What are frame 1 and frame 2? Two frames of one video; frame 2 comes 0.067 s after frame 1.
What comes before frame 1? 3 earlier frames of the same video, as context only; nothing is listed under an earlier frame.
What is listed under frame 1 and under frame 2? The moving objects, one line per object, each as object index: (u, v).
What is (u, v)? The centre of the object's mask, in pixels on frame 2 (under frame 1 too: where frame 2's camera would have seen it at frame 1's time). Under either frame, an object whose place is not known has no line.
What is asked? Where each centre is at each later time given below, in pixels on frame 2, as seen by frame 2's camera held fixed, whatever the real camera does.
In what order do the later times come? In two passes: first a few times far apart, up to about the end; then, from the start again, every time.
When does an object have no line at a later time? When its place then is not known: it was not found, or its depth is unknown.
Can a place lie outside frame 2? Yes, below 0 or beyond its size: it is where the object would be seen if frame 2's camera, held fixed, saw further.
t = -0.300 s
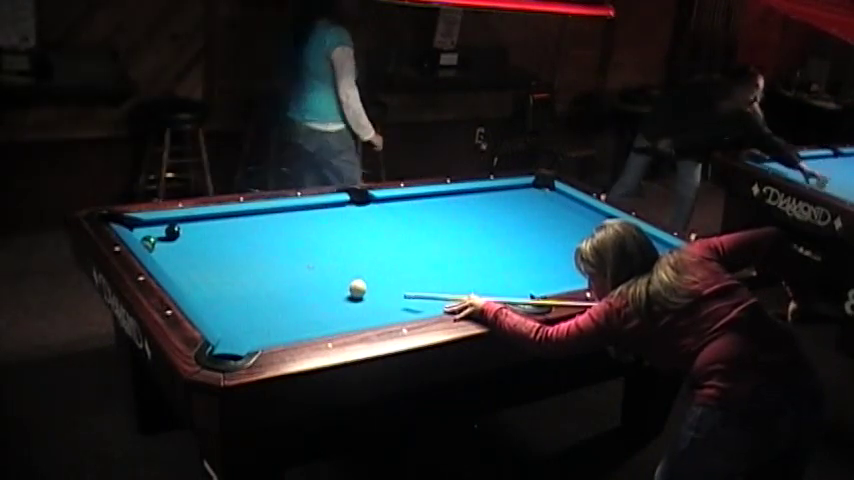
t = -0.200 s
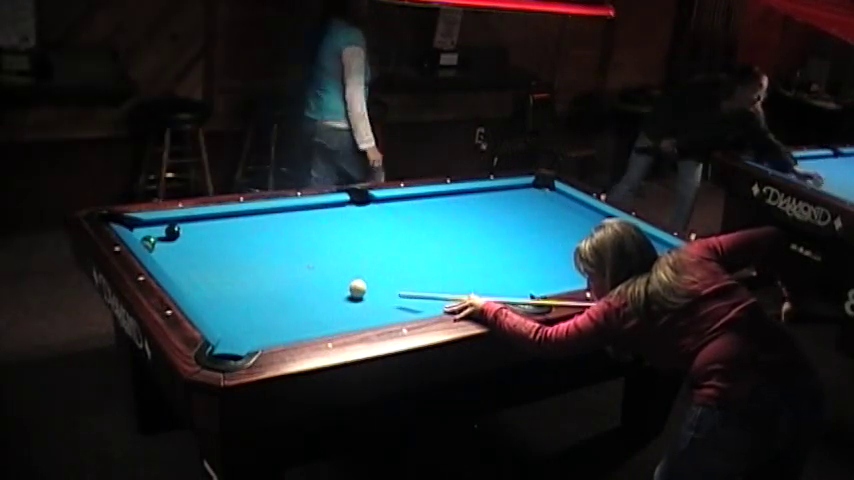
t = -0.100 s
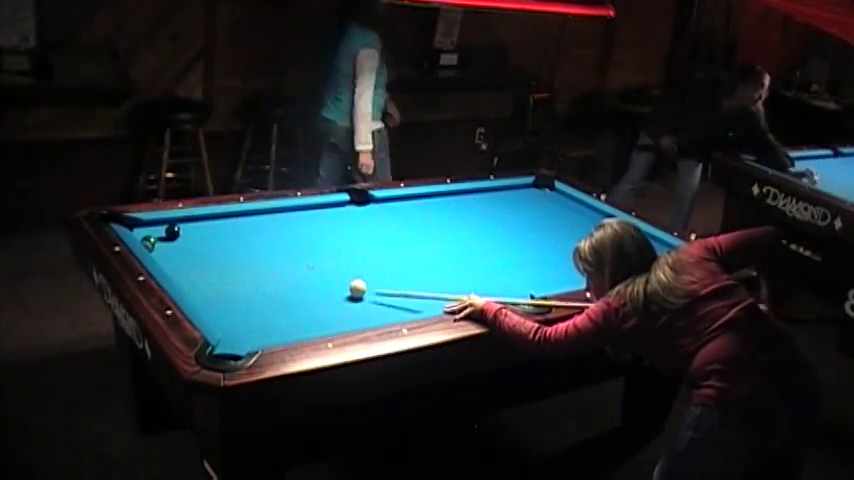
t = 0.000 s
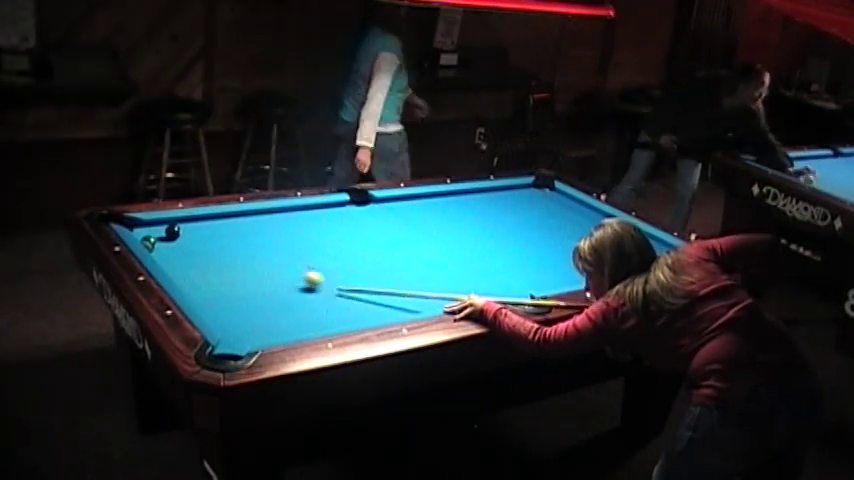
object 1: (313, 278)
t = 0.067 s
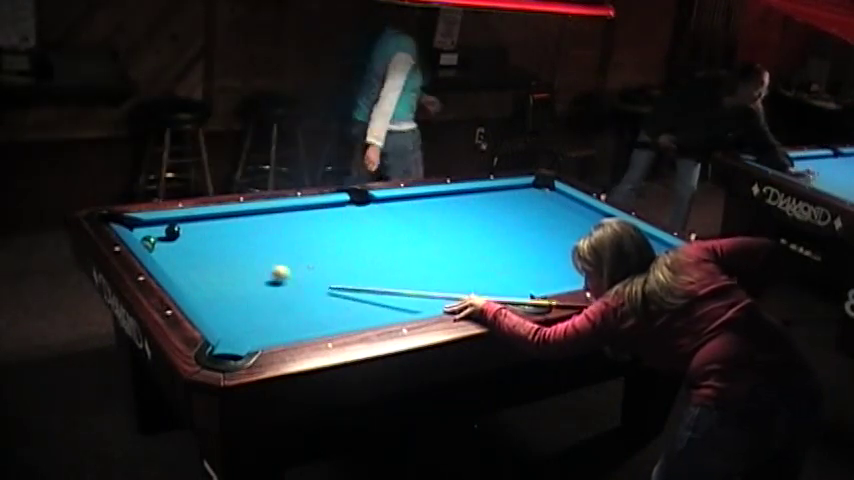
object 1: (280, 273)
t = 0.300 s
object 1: (196, 257)
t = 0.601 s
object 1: (169, 245)
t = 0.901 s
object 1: (196, 238)
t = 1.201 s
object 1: (220, 232)
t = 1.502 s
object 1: (241, 227)
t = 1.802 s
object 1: (259, 222)
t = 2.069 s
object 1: (274, 218)
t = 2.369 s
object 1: (289, 215)
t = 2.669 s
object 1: (302, 211)
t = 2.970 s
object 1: (312, 208)
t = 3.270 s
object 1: (322, 206)
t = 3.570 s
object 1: (330, 205)
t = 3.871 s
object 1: (337, 205)
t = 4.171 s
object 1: (342, 205)
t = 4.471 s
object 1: (345, 205)
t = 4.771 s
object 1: (346, 205)
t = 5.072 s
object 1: (346, 205)
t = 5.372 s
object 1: (346, 205)
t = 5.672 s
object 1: (346, 205)
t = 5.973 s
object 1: (346, 205)
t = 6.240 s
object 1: (346, 205)
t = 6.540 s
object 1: (346, 205)
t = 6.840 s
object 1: (346, 205)
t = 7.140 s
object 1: (346, 205)
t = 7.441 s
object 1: (346, 205)
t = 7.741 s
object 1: (346, 205)
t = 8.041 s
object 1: (346, 205)
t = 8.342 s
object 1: (346, 205)
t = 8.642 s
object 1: (346, 205)
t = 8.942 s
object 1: (346, 205)
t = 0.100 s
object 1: (266, 270)
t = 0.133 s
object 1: (251, 267)
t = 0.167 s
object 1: (239, 265)
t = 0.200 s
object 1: (227, 263)
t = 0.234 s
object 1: (216, 260)
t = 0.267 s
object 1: (206, 259)
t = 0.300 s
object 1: (196, 257)
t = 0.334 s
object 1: (186, 255)
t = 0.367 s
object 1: (176, 252)
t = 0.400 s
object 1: (165, 250)
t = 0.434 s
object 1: (156, 248)
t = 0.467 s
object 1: (156, 248)
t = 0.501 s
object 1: (159, 248)
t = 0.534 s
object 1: (163, 247)
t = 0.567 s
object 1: (166, 246)
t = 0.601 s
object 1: (169, 245)
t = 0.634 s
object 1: (172, 245)
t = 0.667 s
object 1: (176, 244)
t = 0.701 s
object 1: (179, 243)
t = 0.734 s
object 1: (181, 242)
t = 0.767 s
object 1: (184, 242)
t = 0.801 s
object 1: (188, 241)
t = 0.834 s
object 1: (191, 240)
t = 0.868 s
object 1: (193, 240)
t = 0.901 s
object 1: (196, 238)
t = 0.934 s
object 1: (199, 238)
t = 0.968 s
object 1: (201, 237)
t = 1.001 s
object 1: (204, 236)
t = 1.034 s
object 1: (207, 236)
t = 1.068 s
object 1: (210, 235)
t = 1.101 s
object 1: (212, 234)
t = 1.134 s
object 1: (215, 234)
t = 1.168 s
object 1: (217, 233)
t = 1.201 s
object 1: (220, 232)
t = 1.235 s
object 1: (222, 232)
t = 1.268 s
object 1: (224, 231)
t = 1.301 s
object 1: (227, 231)
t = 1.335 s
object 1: (230, 230)
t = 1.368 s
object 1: (232, 230)
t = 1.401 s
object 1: (234, 229)
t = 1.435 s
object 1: (237, 228)
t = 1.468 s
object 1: (239, 227)
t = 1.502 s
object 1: (241, 227)
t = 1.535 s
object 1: (243, 227)
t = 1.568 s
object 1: (246, 226)
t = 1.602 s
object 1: (247, 225)
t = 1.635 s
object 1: (250, 224)
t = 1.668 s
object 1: (252, 224)
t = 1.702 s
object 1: (254, 224)
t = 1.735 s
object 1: (256, 223)
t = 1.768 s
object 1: (258, 223)
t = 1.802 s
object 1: (259, 222)
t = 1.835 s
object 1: (262, 221)
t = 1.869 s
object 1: (263, 221)
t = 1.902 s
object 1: (265, 221)
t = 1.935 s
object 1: (267, 220)
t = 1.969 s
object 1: (269, 219)
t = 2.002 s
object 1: (271, 219)
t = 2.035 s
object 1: (273, 218)
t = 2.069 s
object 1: (274, 218)
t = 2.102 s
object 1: (276, 218)
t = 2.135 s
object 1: (278, 218)
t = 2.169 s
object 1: (279, 217)
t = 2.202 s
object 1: (281, 217)
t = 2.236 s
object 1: (283, 216)
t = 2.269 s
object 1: (284, 216)
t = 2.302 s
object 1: (286, 215)
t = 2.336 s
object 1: (288, 215)
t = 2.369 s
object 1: (289, 215)
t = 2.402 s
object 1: (290, 214)
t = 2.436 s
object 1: (292, 214)
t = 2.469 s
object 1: (293, 213)
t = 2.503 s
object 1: (295, 213)
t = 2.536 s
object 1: (296, 212)
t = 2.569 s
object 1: (297, 212)
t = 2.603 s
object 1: (299, 212)
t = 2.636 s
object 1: (300, 212)
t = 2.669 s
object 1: (302, 211)
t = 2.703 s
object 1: (303, 211)
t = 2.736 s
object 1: (304, 210)
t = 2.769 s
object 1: (305, 210)
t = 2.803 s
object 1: (307, 210)
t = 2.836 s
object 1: (308, 209)
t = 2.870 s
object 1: (309, 208)
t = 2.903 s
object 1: (310, 208)
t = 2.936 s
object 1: (311, 208)
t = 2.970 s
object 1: (312, 208)
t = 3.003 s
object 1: (314, 208)
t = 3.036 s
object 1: (315, 207)
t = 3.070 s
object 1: (316, 207)
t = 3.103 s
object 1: (317, 207)
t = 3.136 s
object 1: (318, 207)
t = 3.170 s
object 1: (319, 206)
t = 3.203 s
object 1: (320, 206)
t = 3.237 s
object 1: (320, 206)
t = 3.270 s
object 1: (322, 206)
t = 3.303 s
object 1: (322, 205)
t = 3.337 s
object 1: (324, 205)
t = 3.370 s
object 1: (325, 206)
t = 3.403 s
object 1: (326, 205)
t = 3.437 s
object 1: (327, 205)
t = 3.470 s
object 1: (327, 205)
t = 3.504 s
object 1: (328, 205)
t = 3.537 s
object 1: (329, 205)
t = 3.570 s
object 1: (330, 205)
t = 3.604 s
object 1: (331, 205)
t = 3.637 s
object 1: (332, 205)
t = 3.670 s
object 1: (333, 205)
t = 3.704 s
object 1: (333, 205)
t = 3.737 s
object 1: (334, 206)
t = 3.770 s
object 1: (335, 205)
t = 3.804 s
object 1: (335, 205)
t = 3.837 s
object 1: (336, 205)
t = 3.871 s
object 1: (337, 205)
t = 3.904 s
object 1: (338, 205)
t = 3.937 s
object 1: (338, 205)
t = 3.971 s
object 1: (339, 205)
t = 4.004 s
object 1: (339, 206)
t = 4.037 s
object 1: (340, 205)
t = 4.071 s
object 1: (341, 205)
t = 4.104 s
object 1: (341, 205)
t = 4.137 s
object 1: (342, 205)
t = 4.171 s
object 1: (342, 205)
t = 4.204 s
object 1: (343, 205)
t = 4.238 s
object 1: (343, 205)
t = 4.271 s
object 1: (343, 205)
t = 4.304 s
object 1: (343, 205)
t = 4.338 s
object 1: (344, 205)
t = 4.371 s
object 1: (344, 205)
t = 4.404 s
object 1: (345, 205)
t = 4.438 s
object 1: (345, 205)
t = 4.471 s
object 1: (345, 205)
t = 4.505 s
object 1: (345, 205)
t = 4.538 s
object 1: (345, 205)
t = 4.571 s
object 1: (346, 205)
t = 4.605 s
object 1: (346, 205)
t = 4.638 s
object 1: (346, 205)
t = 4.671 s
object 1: (346, 205)
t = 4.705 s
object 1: (346, 205)
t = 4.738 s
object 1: (346, 205)
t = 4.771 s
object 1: (346, 205)
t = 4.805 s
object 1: (346, 205)
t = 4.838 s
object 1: (346, 205)
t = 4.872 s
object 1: (346, 205)
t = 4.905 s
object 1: (346, 205)
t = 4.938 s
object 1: (346, 205)
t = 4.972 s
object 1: (346, 205)
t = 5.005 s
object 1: (346, 205)
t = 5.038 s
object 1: (346, 205)
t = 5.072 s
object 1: (346, 205)
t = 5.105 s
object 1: (346, 205)
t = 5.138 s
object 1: (346, 205)
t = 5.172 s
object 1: (346, 205)
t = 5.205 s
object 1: (346, 205)
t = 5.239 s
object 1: (346, 205)
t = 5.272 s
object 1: (346, 205)
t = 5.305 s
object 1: (346, 205)
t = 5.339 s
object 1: (346, 205)
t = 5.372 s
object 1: (346, 205)
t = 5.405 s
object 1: (346, 205)
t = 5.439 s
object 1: (346, 205)
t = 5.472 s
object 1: (346, 205)
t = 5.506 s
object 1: (346, 205)
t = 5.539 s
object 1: (346, 205)
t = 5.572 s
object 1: (346, 205)
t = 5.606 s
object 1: (346, 205)
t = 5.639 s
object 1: (346, 205)
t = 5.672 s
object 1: (346, 205)
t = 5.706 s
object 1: (346, 205)
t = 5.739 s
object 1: (346, 205)
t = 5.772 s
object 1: (346, 205)
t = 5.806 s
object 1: (346, 205)
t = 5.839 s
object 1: (346, 205)
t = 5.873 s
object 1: (346, 205)
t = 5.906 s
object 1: (346, 205)
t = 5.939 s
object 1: (346, 205)
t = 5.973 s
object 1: (346, 205)
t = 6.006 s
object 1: (346, 205)
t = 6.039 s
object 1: (346, 205)
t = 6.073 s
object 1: (346, 205)
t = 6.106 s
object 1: (346, 205)
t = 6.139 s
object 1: (346, 205)
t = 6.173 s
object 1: (346, 205)
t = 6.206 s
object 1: (346, 205)
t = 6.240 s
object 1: (346, 205)
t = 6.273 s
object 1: (346, 205)
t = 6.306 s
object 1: (346, 205)
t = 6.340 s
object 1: (346, 205)
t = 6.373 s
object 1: (346, 205)
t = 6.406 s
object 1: (346, 205)
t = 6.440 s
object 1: (346, 205)
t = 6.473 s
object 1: (346, 205)
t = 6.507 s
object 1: (346, 205)
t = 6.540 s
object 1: (346, 205)
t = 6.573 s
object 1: (346, 205)
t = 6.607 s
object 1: (346, 205)
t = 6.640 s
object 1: (346, 205)
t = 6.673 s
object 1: (346, 205)
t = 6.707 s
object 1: (346, 205)
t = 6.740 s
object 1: (346, 205)
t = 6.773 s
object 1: (346, 205)
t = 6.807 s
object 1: (346, 205)
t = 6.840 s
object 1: (346, 205)
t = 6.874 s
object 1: (346, 205)
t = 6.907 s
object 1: (346, 205)
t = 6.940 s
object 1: (346, 205)
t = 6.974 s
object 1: (346, 205)
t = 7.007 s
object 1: (346, 205)
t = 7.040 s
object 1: (346, 205)
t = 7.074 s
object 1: (346, 205)
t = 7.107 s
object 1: (346, 205)
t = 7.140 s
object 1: (346, 205)
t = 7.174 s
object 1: (346, 205)
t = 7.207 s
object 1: (346, 205)
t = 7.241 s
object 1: (346, 205)
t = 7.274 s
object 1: (346, 205)
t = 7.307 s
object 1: (346, 205)
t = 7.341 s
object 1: (346, 205)
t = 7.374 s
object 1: (346, 205)
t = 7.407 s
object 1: (346, 205)
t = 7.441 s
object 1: (346, 205)
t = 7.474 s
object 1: (346, 205)
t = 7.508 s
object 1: (346, 205)
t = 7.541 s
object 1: (346, 205)
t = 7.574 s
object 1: (346, 205)
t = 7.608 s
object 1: (346, 205)
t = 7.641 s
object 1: (346, 205)
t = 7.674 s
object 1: (346, 205)
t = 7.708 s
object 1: (346, 205)
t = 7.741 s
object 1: (346, 205)
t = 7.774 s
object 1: (346, 205)
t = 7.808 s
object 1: (346, 205)
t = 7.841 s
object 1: (346, 205)
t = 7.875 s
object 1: (346, 205)
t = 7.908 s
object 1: (346, 205)
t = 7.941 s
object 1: (346, 205)
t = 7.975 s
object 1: (346, 205)
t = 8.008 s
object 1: (346, 205)
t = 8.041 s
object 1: (346, 205)
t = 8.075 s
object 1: (346, 205)
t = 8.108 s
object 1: (346, 205)
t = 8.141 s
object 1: (346, 205)
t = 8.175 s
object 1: (346, 205)
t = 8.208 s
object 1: (346, 205)
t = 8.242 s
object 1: (346, 205)
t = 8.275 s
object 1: (346, 205)
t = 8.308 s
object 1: (346, 205)
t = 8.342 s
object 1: (346, 205)
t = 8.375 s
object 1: (346, 205)
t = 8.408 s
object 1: (346, 205)
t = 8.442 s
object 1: (346, 205)
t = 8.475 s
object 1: (346, 205)
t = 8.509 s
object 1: (346, 205)
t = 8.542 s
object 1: (346, 205)
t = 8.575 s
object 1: (346, 205)
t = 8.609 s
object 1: (346, 205)
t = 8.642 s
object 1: (346, 205)
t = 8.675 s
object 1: (346, 205)
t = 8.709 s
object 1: (346, 205)
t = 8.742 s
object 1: (346, 205)
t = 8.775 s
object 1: (346, 205)
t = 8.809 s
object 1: (346, 205)
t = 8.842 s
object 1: (346, 205)
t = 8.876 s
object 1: (346, 205)
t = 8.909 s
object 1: (346, 205)
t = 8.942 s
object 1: (346, 205)
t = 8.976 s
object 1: (346, 205)
